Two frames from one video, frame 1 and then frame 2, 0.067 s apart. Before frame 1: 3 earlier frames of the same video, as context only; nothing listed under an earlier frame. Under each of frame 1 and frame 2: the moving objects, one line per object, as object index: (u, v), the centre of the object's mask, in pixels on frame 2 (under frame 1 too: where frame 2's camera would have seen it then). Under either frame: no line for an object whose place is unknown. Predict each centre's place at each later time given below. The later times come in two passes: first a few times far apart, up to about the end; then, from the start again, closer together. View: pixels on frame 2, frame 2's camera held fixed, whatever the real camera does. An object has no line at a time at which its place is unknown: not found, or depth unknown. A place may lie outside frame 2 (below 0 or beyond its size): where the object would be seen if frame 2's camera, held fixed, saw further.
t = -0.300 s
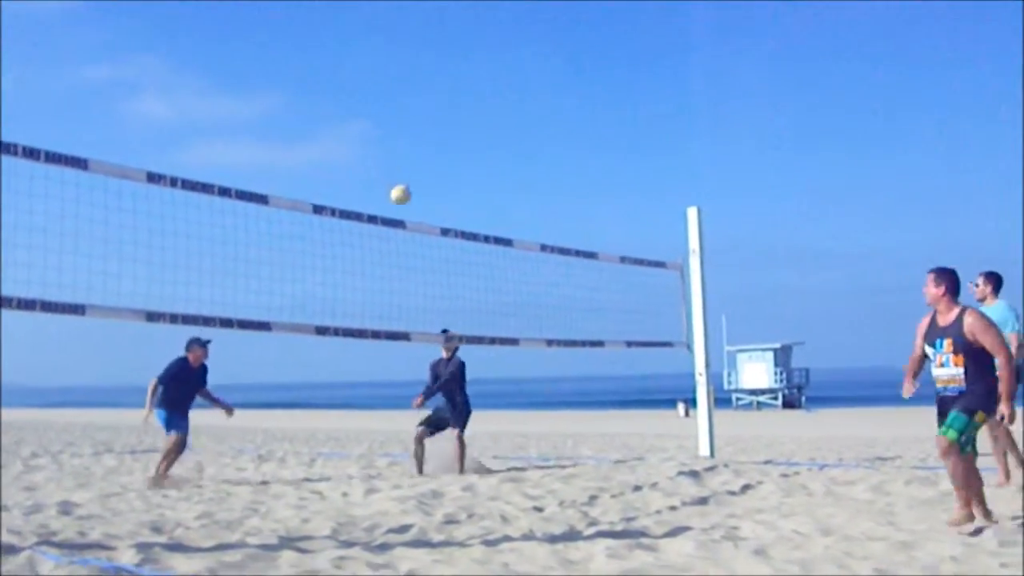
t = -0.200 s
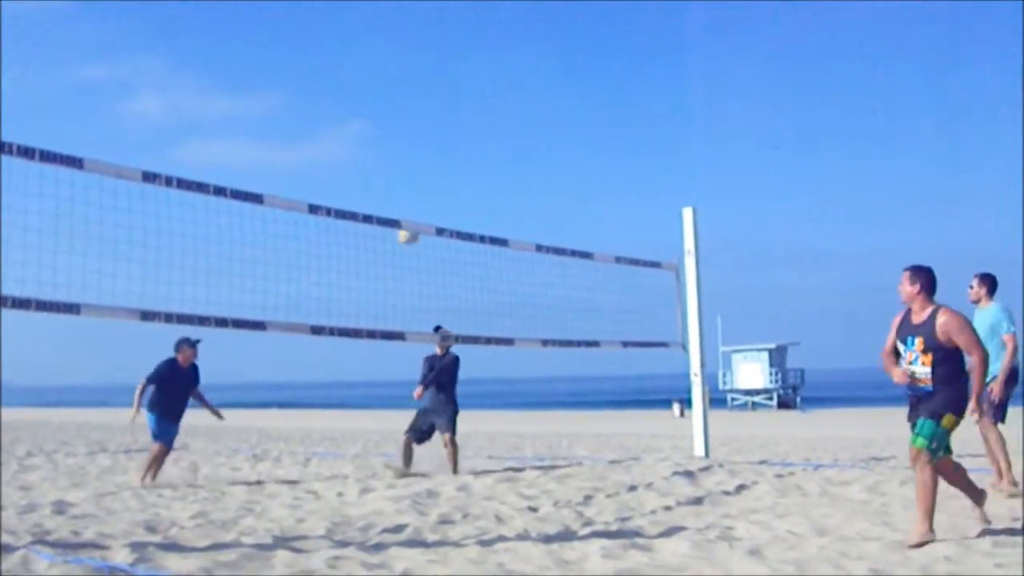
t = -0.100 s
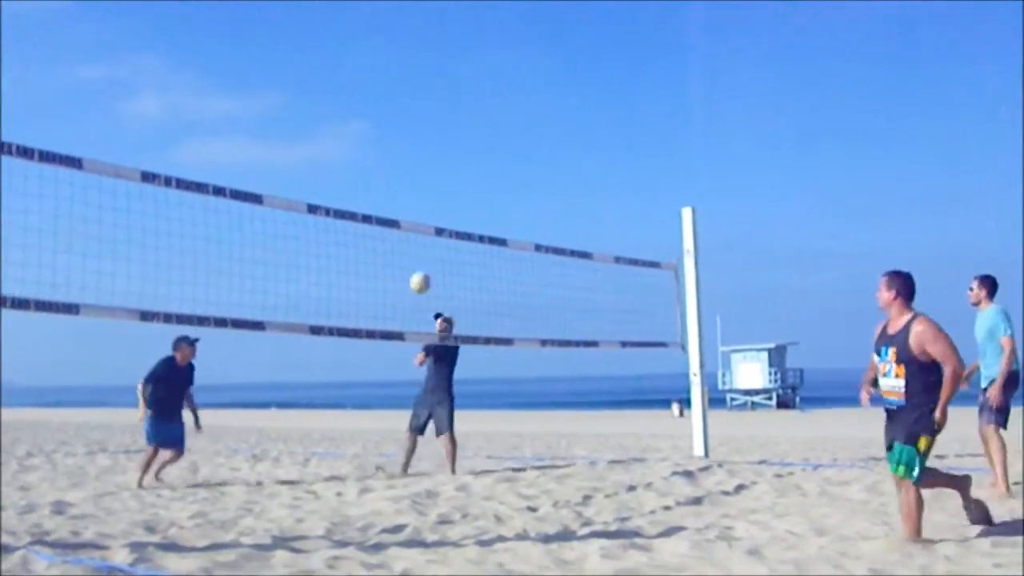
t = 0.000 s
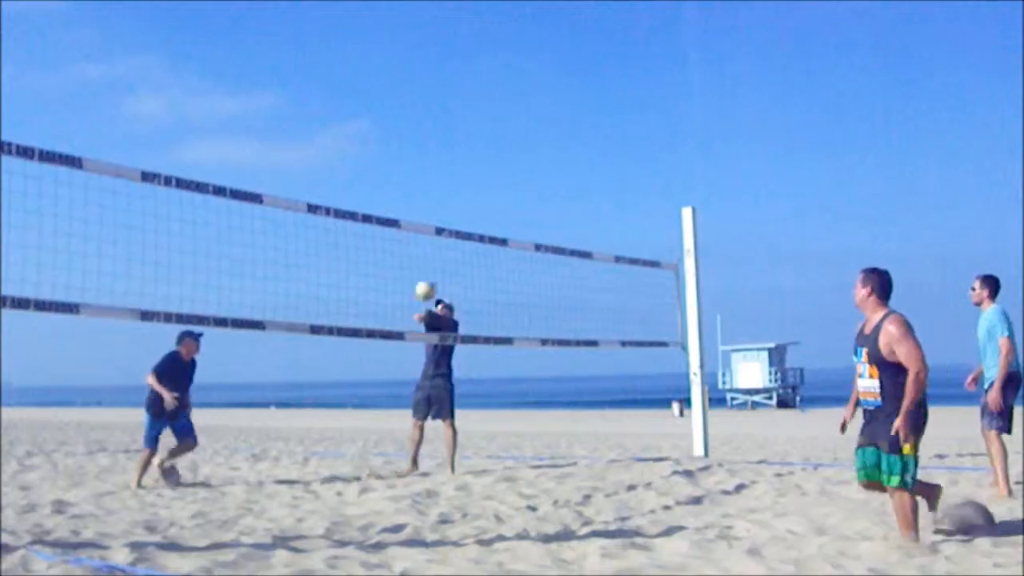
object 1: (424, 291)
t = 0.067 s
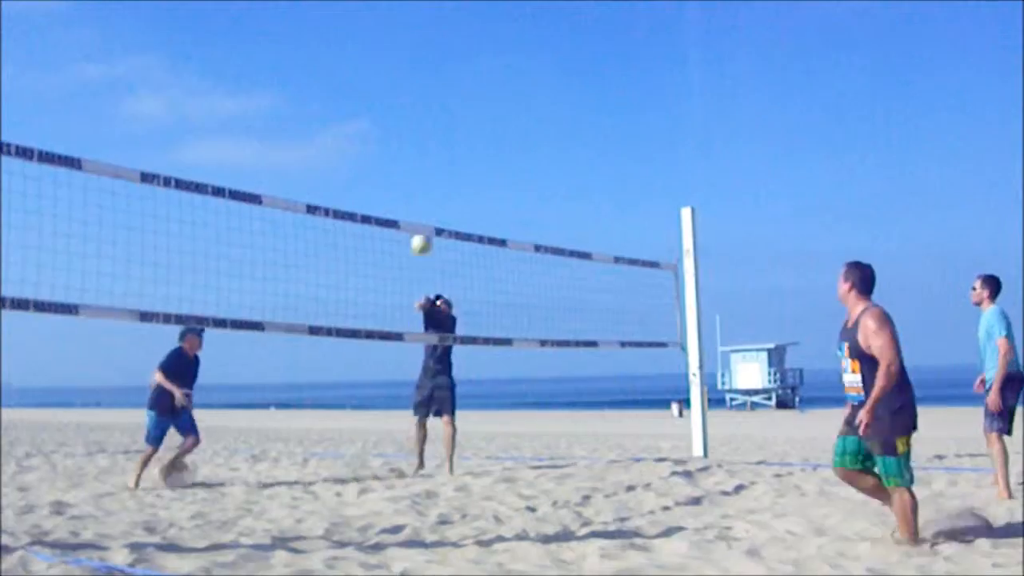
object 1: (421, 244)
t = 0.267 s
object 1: (412, 133)
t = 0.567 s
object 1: (402, 39)
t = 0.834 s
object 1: (397, 25)
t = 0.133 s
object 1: (417, 202)
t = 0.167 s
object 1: (416, 183)
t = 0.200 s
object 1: (414, 165)
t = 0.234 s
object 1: (413, 148)
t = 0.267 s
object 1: (412, 133)
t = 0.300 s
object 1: (410, 117)
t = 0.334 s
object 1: (408, 104)
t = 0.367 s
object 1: (407, 92)
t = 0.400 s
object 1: (406, 80)
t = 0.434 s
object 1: (405, 70)
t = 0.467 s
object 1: (404, 60)
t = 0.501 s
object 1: (403, 52)
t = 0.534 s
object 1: (402, 45)
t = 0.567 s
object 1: (402, 39)
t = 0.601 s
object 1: (401, 34)
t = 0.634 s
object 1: (400, 29)
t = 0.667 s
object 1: (399, 26)
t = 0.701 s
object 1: (398, 24)
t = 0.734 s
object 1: (398, 23)
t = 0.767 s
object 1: (397, 23)
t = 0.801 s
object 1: (397, 24)
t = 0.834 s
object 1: (397, 25)
